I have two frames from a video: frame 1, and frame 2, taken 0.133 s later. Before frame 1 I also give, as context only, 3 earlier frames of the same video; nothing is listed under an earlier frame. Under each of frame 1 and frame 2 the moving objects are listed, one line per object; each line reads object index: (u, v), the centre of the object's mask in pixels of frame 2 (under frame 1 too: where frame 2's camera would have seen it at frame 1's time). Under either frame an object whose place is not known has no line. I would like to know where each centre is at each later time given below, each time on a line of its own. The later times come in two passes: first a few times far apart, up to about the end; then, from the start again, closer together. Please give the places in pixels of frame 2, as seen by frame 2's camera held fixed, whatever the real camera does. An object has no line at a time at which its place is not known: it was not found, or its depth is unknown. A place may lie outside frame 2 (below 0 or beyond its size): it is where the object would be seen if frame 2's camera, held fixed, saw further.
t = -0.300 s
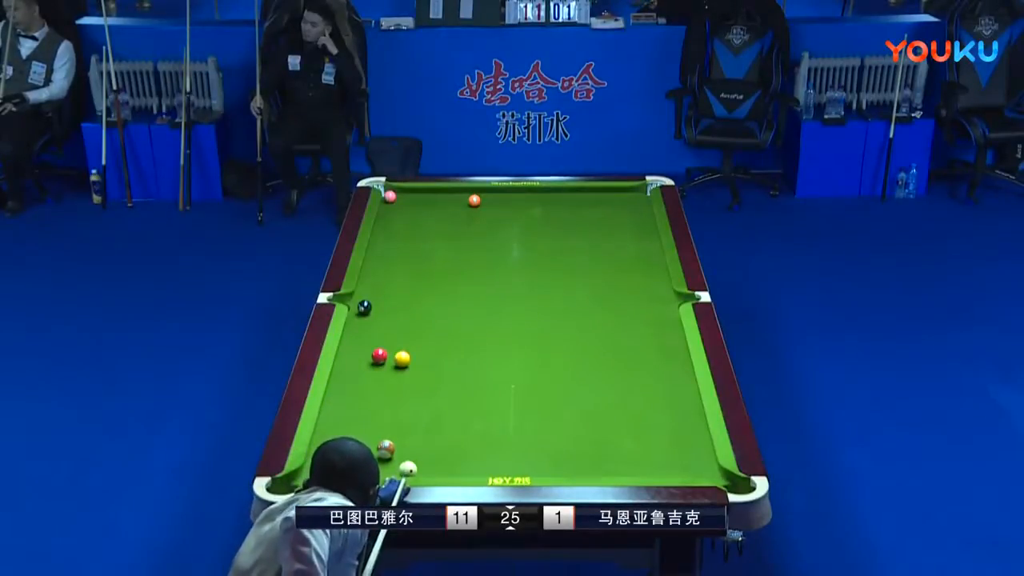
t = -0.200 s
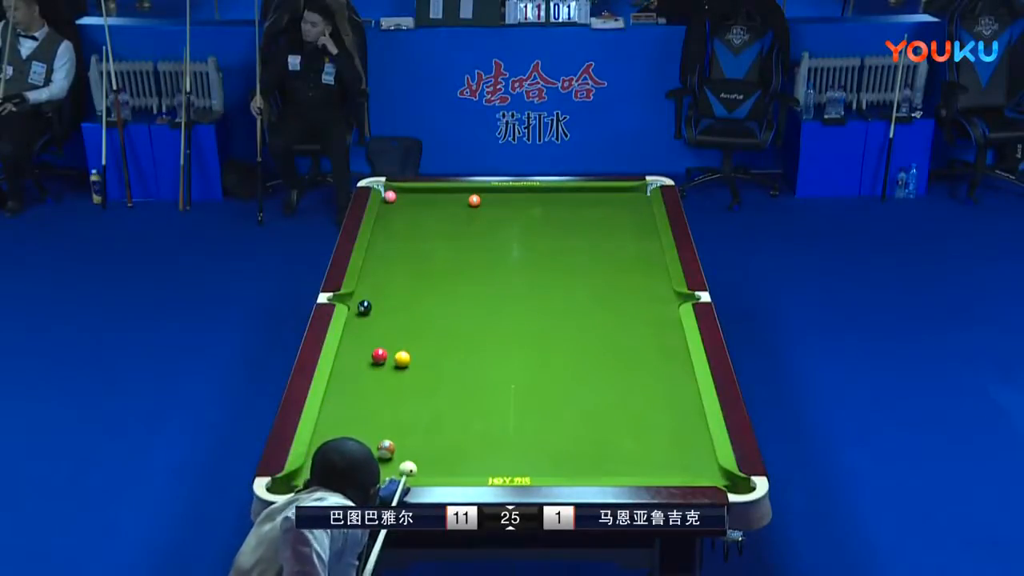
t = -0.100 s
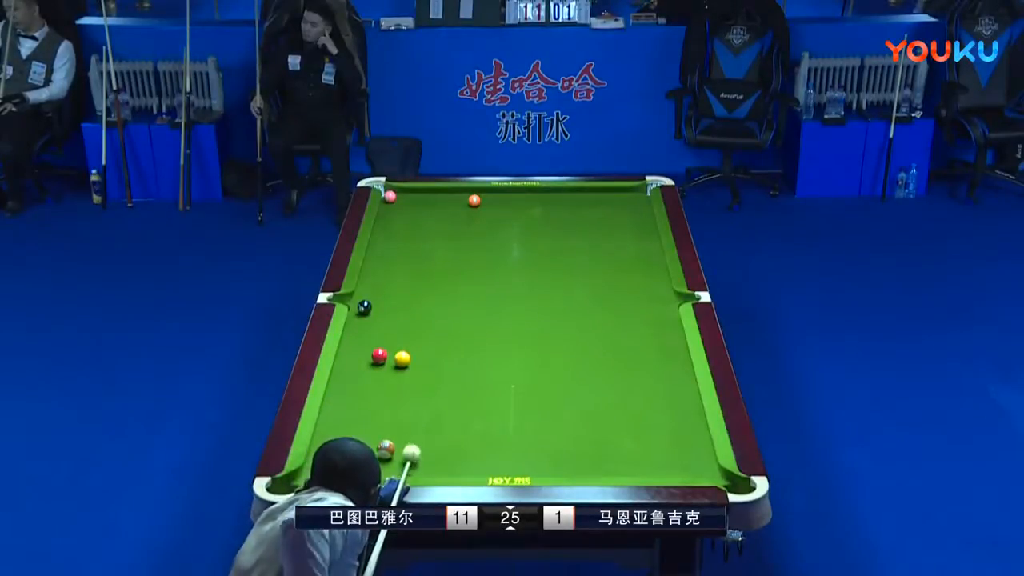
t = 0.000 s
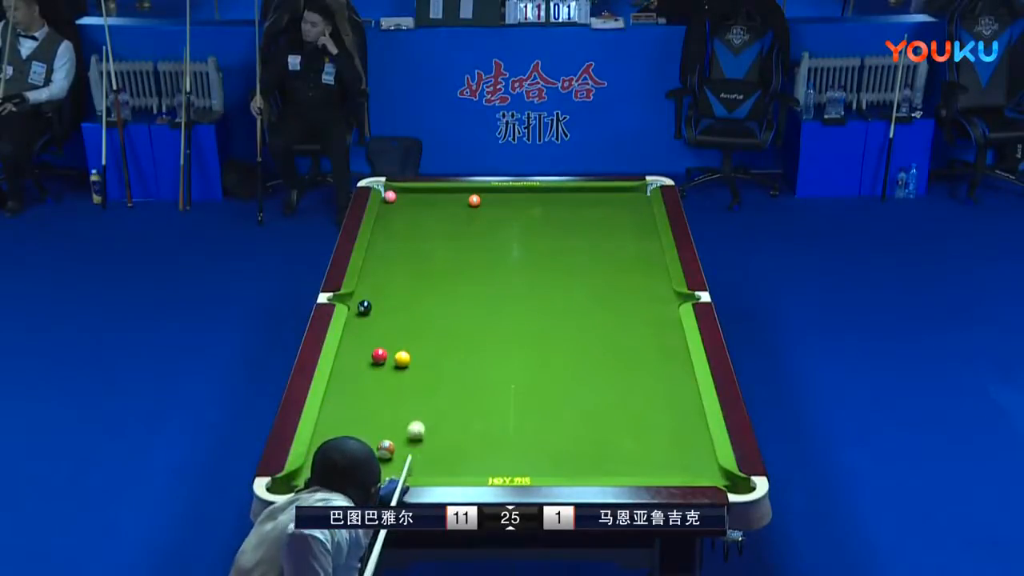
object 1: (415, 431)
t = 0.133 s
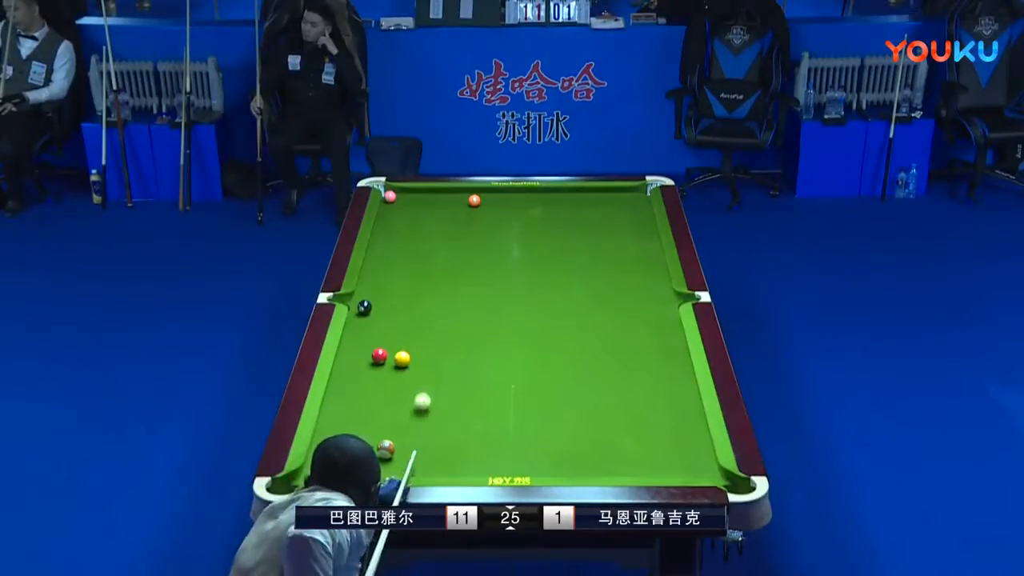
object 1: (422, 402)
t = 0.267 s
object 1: (427, 377)
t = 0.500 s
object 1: (436, 337)
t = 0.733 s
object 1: (443, 302)
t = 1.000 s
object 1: (450, 266)
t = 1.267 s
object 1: (456, 236)
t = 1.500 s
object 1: (461, 213)
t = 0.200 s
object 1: (425, 390)
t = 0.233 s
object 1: (426, 383)
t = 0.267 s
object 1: (427, 377)
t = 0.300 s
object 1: (429, 371)
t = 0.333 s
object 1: (430, 364)
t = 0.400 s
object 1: (432, 353)
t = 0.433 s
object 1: (434, 348)
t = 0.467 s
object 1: (434, 343)
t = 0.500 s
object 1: (436, 337)
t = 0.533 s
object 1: (437, 331)
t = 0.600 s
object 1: (439, 321)
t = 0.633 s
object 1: (440, 317)
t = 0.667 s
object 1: (441, 312)
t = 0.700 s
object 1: (442, 307)
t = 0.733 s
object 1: (443, 302)
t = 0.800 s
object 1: (445, 293)
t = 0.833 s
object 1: (446, 288)
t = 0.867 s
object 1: (446, 284)
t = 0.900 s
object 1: (447, 279)
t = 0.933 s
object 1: (448, 275)
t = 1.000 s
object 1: (450, 266)
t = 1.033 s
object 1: (451, 263)
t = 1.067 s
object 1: (452, 259)
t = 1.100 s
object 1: (453, 255)
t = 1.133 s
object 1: (453, 251)
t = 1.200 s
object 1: (455, 243)
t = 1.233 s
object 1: (456, 240)
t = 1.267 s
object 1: (456, 236)
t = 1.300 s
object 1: (457, 233)
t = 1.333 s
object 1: (458, 229)
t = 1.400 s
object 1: (459, 222)
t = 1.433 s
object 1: (460, 219)
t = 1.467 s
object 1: (461, 215)
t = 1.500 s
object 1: (461, 213)
